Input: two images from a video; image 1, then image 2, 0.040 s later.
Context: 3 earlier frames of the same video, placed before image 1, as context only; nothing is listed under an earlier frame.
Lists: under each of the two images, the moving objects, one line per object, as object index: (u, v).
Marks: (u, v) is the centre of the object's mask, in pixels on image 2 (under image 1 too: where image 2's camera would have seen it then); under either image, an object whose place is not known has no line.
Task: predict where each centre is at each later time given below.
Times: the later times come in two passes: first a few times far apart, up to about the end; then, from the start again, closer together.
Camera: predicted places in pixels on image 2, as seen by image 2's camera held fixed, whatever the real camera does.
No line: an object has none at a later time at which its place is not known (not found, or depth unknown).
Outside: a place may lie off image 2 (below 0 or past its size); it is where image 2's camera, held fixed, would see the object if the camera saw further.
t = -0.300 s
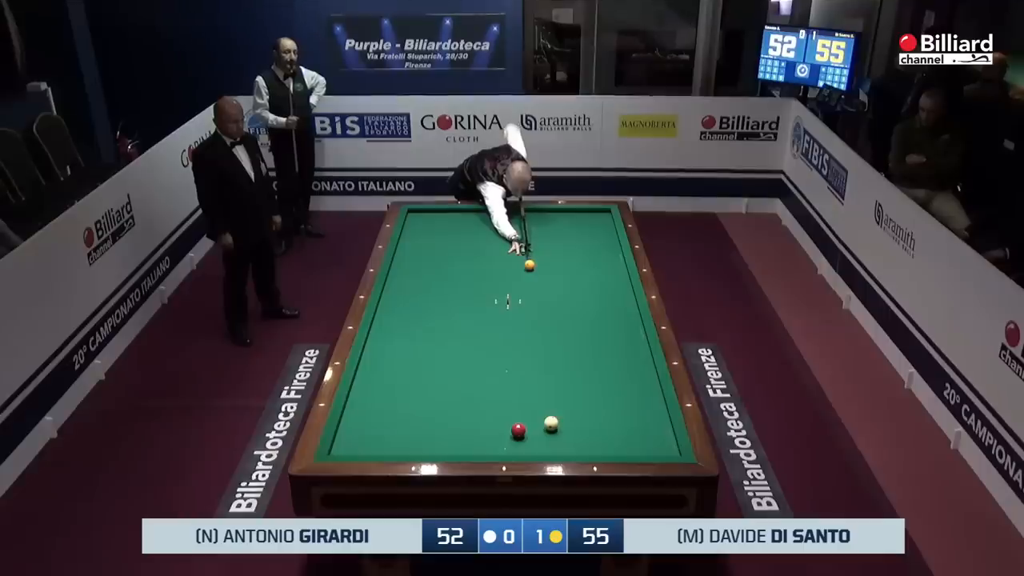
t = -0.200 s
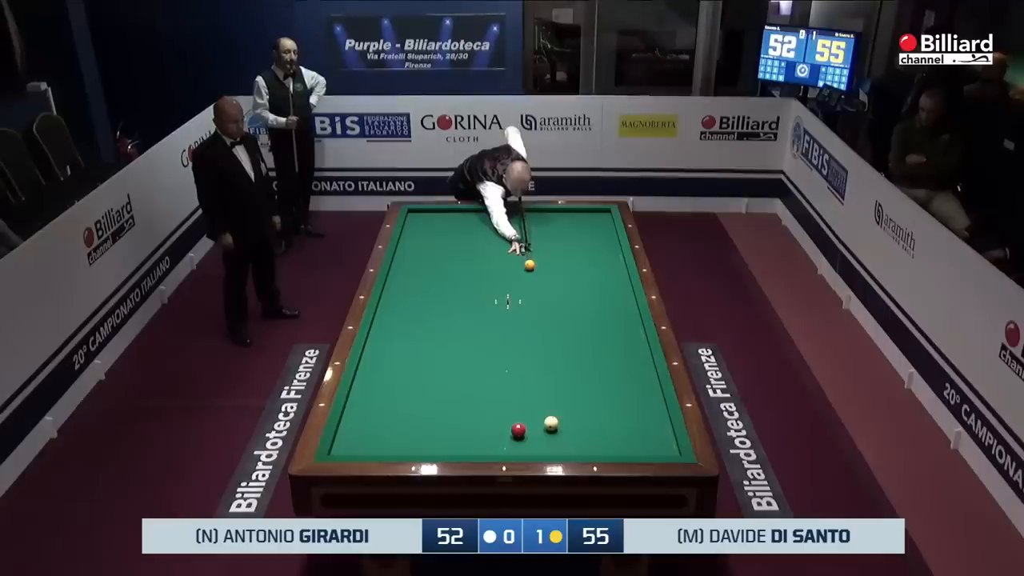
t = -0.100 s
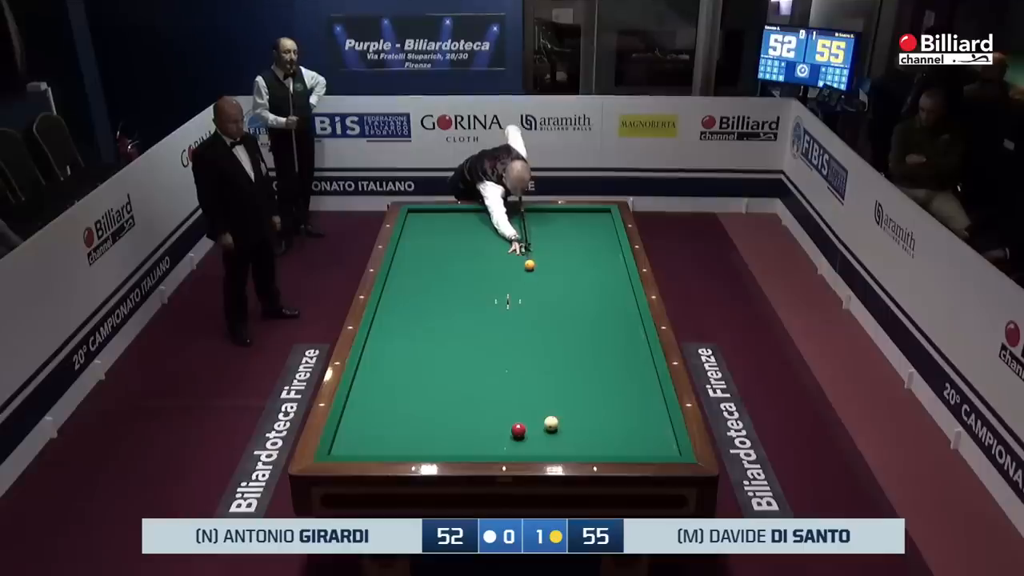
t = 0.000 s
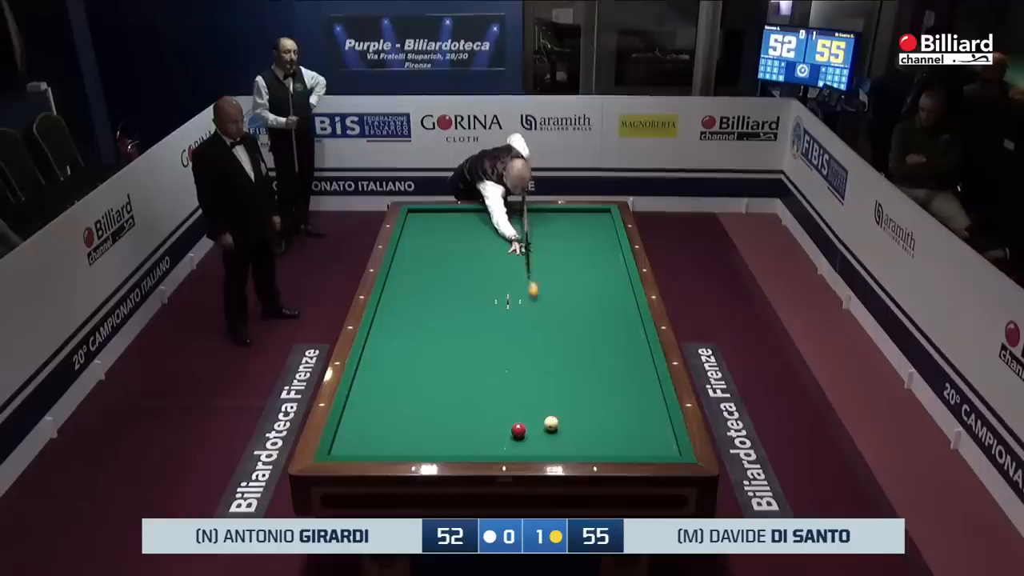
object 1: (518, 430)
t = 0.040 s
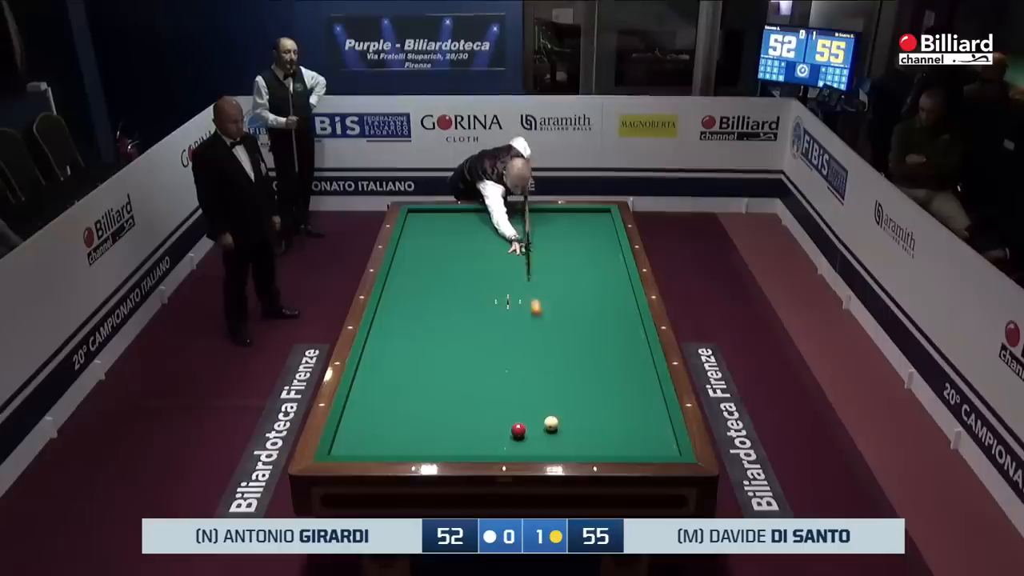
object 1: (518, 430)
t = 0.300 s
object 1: (518, 430)
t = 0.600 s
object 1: (518, 430)
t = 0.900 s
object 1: (518, 430)
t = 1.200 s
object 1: (518, 430)
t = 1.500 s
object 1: (518, 430)
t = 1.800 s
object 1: (518, 430)
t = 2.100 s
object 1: (518, 430)
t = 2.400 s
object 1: (518, 430)
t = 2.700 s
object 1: (518, 430)
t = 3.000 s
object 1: (510, 448)
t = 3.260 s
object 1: (505, 425)
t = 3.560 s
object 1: (501, 399)
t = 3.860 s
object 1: (497, 377)
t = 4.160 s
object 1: (493, 357)
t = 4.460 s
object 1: (490, 339)
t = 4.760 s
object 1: (487, 323)
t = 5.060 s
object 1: (485, 308)
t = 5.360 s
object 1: (483, 295)
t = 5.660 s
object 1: (481, 282)
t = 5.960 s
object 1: (479, 271)
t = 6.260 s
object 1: (477, 261)
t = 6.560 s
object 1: (476, 251)
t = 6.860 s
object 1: (475, 242)
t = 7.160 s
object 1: (473, 235)
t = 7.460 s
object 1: (472, 227)
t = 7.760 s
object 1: (471, 220)
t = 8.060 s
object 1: (470, 213)
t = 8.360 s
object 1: (468, 212)
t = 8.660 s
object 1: (466, 215)
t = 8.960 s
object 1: (465, 219)
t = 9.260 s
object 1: (463, 222)
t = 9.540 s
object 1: (462, 225)
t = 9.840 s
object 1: (461, 228)
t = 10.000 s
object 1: (460, 230)
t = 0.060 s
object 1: (518, 430)
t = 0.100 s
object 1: (518, 430)
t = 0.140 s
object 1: (518, 430)
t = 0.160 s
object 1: (518, 430)
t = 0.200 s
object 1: (518, 430)
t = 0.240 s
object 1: (518, 430)
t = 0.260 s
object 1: (518, 430)
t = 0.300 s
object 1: (518, 430)
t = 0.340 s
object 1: (518, 430)
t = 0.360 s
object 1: (518, 430)
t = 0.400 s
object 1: (518, 430)
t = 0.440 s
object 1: (518, 430)
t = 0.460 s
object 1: (518, 430)
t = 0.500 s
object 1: (518, 430)
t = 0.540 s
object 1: (518, 430)
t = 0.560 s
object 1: (518, 430)
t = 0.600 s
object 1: (518, 430)
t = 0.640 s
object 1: (518, 430)
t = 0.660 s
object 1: (518, 430)
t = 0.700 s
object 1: (518, 430)
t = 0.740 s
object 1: (518, 430)
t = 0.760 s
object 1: (518, 430)
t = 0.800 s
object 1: (518, 430)
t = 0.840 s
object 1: (518, 430)
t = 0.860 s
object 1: (518, 430)
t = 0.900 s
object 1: (518, 430)
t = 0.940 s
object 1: (518, 430)
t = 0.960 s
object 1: (518, 430)
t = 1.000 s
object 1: (518, 430)
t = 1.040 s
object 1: (518, 430)
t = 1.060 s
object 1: (518, 430)
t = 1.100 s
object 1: (518, 430)
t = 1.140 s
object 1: (518, 430)
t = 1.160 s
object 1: (518, 430)
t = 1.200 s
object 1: (518, 430)
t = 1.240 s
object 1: (518, 430)
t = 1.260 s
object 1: (518, 430)
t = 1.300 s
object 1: (518, 430)
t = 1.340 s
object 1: (518, 430)
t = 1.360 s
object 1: (518, 430)
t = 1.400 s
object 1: (518, 430)
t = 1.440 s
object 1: (518, 430)
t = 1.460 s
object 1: (518, 430)
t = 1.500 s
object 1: (518, 430)
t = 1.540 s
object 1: (518, 430)
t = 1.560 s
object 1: (518, 430)
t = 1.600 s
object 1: (518, 430)
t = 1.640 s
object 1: (518, 430)
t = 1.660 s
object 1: (518, 430)
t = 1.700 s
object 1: (518, 430)
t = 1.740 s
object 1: (518, 430)
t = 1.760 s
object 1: (518, 430)
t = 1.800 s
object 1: (518, 430)
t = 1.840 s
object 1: (518, 430)
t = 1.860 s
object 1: (518, 430)
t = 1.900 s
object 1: (518, 430)
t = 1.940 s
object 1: (518, 430)
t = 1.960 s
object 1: (518, 430)
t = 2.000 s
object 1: (518, 430)
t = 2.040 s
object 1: (518, 430)
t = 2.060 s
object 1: (518, 430)
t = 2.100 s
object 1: (518, 430)
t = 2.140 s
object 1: (518, 430)
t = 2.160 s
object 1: (518, 430)
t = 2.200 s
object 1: (518, 430)
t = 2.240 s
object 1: (518, 430)
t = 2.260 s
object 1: (518, 430)
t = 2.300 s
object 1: (518, 430)
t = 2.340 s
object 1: (518, 430)
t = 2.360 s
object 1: (518, 430)
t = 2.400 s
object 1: (518, 430)
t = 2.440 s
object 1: (518, 430)
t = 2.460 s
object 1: (518, 430)
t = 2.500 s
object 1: (518, 430)
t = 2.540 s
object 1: (518, 430)
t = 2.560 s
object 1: (518, 430)
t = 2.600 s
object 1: (518, 430)
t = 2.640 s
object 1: (518, 430)
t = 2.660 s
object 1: (518, 430)
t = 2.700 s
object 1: (518, 430)
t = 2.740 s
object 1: (518, 430)
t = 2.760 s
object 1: (518, 430)
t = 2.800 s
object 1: (518, 430)
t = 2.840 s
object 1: (518, 430)
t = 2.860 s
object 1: (517, 432)
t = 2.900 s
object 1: (515, 440)
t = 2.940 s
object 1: (512, 446)
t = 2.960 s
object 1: (511, 449)
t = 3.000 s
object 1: (510, 448)
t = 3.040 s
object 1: (509, 445)
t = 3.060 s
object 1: (509, 443)
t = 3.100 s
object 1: (508, 439)
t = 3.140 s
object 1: (507, 435)
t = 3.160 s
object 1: (507, 433)
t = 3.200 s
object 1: (506, 430)
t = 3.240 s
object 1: (506, 426)
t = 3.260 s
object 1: (505, 425)
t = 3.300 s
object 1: (504, 421)
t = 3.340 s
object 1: (504, 417)
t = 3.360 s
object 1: (504, 416)
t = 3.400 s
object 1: (503, 412)
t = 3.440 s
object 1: (502, 409)
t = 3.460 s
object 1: (502, 408)
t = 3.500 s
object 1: (502, 404)
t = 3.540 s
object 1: (501, 401)
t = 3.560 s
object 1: (501, 399)
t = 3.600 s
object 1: (500, 396)
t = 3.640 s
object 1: (500, 394)
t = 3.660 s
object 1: (499, 392)
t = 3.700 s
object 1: (499, 389)
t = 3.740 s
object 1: (498, 386)
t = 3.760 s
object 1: (498, 385)
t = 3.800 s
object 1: (498, 381)
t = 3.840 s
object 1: (497, 379)
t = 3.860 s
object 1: (497, 377)
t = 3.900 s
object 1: (496, 375)
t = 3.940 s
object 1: (495, 372)
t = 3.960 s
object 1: (495, 371)
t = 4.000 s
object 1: (495, 368)
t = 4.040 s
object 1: (494, 365)
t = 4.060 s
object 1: (494, 364)
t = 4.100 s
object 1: (494, 361)
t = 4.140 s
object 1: (493, 359)
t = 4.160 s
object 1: (493, 357)
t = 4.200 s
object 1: (493, 355)
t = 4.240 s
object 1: (492, 352)
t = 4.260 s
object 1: (492, 352)
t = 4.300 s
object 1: (492, 349)
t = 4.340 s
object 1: (491, 347)
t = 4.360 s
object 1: (491, 345)
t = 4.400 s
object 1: (491, 343)
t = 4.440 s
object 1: (490, 341)
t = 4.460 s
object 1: (490, 339)
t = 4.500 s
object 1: (490, 337)
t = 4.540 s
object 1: (489, 335)
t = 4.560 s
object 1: (489, 334)
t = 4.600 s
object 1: (489, 332)
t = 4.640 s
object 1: (488, 329)
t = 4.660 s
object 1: (488, 328)
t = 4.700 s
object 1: (488, 326)
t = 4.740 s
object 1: (488, 324)
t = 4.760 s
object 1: (487, 323)
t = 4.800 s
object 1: (487, 321)
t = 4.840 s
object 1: (486, 319)
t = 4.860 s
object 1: (486, 318)
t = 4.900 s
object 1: (486, 316)
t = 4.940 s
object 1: (486, 314)
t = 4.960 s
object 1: (486, 313)
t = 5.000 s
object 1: (485, 312)
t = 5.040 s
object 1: (485, 309)
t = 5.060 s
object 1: (485, 308)
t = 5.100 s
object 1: (484, 307)
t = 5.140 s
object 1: (484, 305)
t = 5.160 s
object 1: (484, 304)
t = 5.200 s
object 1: (484, 302)
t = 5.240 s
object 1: (484, 300)
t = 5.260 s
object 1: (484, 300)
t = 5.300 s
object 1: (483, 298)
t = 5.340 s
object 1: (483, 296)
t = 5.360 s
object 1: (483, 295)
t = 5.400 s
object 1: (482, 293)
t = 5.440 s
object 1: (482, 292)
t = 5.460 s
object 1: (482, 291)
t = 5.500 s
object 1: (482, 289)
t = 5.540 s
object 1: (481, 288)
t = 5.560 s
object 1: (481, 287)
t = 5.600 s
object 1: (481, 285)
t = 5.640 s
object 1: (481, 283)
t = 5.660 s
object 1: (481, 282)
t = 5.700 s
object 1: (480, 281)
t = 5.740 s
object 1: (480, 280)
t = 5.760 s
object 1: (480, 279)
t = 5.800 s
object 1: (480, 277)
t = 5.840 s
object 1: (480, 276)
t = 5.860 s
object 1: (480, 275)
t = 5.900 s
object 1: (479, 273)
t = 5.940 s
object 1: (479, 272)
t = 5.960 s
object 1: (479, 271)
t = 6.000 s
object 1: (479, 270)
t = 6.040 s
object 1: (479, 268)
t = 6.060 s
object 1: (479, 268)
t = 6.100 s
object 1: (478, 266)
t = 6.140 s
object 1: (478, 265)
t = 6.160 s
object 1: (478, 264)
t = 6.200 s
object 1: (478, 263)
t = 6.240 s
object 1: (478, 261)
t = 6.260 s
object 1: (477, 261)
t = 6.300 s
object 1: (477, 260)
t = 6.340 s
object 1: (477, 258)
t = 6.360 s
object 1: (477, 257)
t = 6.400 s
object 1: (477, 256)
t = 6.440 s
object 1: (477, 255)
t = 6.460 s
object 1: (476, 254)
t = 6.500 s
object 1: (476, 253)
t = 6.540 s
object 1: (476, 252)
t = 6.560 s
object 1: (476, 251)
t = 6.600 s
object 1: (476, 250)
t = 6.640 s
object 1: (476, 249)
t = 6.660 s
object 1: (475, 248)
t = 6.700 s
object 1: (475, 247)
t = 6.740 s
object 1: (475, 246)
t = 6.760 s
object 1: (475, 245)
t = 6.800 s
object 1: (475, 244)
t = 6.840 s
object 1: (475, 243)
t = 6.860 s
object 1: (475, 242)
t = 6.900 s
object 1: (475, 241)
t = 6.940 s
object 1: (474, 240)
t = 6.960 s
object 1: (474, 240)
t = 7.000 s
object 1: (474, 239)
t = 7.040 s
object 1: (474, 237)
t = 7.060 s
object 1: (474, 237)
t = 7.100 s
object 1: (474, 236)
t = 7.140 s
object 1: (473, 235)
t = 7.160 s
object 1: (473, 235)
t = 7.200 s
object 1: (473, 234)
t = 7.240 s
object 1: (473, 232)
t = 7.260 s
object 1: (473, 231)
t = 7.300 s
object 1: (473, 231)
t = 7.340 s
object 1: (473, 230)
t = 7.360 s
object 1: (473, 229)
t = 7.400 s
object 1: (472, 228)
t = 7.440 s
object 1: (472, 227)
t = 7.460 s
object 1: (472, 227)
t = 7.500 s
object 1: (472, 226)
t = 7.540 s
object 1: (472, 225)
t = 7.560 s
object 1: (472, 224)
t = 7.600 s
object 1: (471, 223)
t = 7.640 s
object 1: (471, 223)
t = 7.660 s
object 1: (471, 222)
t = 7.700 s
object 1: (471, 221)
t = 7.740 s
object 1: (471, 221)
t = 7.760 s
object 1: (471, 220)
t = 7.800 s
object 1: (471, 219)
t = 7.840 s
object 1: (471, 218)
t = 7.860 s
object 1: (471, 217)
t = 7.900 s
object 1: (470, 217)
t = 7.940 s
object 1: (470, 216)
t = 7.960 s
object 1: (470, 215)
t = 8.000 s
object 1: (470, 214)
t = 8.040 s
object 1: (470, 214)
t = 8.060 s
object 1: (470, 213)
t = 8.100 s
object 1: (470, 213)
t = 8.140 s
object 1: (469, 212)
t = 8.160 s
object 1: (469, 211)
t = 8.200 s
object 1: (469, 210)
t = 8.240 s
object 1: (469, 210)
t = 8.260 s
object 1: (469, 211)
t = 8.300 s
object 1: (468, 211)
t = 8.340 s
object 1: (468, 211)
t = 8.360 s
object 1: (468, 212)
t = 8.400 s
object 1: (468, 212)
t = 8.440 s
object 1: (468, 213)
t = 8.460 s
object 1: (467, 213)
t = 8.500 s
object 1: (467, 213)
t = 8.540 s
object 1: (467, 214)
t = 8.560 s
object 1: (467, 214)
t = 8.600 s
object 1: (467, 215)
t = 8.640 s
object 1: (466, 215)
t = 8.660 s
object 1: (466, 215)
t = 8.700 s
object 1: (466, 216)
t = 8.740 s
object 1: (466, 216)
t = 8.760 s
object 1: (466, 216)
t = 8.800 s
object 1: (465, 217)
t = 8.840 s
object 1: (465, 217)
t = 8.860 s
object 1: (465, 218)
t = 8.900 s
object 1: (465, 218)
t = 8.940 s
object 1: (465, 218)
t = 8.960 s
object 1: (465, 219)
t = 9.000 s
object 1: (465, 219)
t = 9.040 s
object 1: (464, 219)
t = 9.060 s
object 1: (464, 220)
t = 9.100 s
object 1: (464, 220)
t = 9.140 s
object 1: (464, 220)
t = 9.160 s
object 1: (464, 221)
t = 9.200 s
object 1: (463, 222)
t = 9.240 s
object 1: (463, 222)
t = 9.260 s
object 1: (463, 222)
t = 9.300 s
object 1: (463, 223)
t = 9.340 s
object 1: (463, 223)
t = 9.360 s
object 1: (463, 223)
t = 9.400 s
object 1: (463, 223)
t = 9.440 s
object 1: (462, 224)
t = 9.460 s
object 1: (462, 224)
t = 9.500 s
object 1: (462, 225)
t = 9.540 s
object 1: (462, 225)
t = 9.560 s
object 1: (462, 225)
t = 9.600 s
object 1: (462, 226)
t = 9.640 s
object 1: (462, 226)
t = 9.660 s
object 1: (462, 226)
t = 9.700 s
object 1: (461, 227)
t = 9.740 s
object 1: (461, 227)
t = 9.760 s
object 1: (461, 227)
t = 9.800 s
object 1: (461, 228)
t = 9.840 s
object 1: (461, 228)
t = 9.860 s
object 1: (460, 228)
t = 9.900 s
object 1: (460, 229)
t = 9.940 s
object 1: (460, 229)
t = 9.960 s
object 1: (460, 229)
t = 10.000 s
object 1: (460, 230)
